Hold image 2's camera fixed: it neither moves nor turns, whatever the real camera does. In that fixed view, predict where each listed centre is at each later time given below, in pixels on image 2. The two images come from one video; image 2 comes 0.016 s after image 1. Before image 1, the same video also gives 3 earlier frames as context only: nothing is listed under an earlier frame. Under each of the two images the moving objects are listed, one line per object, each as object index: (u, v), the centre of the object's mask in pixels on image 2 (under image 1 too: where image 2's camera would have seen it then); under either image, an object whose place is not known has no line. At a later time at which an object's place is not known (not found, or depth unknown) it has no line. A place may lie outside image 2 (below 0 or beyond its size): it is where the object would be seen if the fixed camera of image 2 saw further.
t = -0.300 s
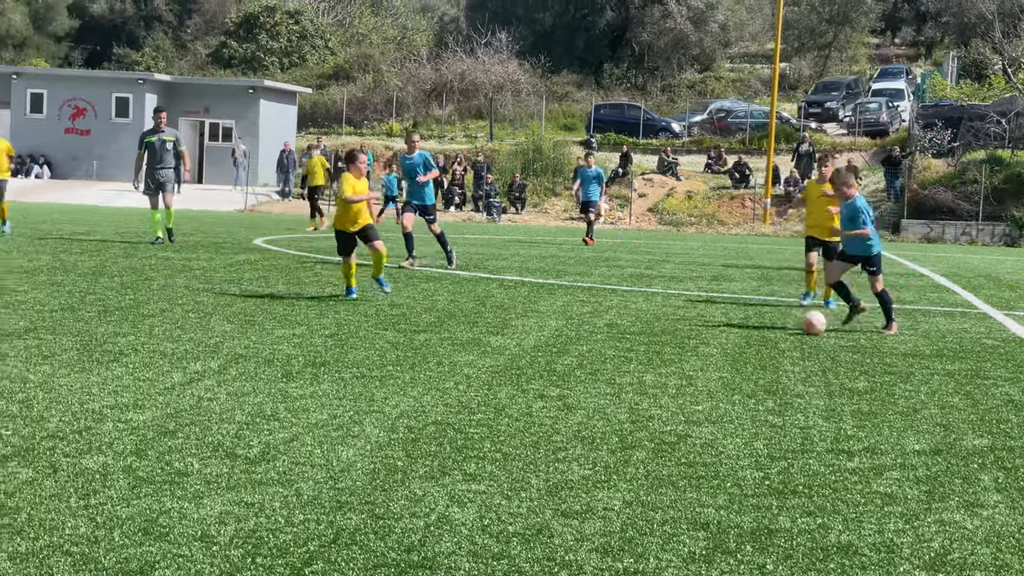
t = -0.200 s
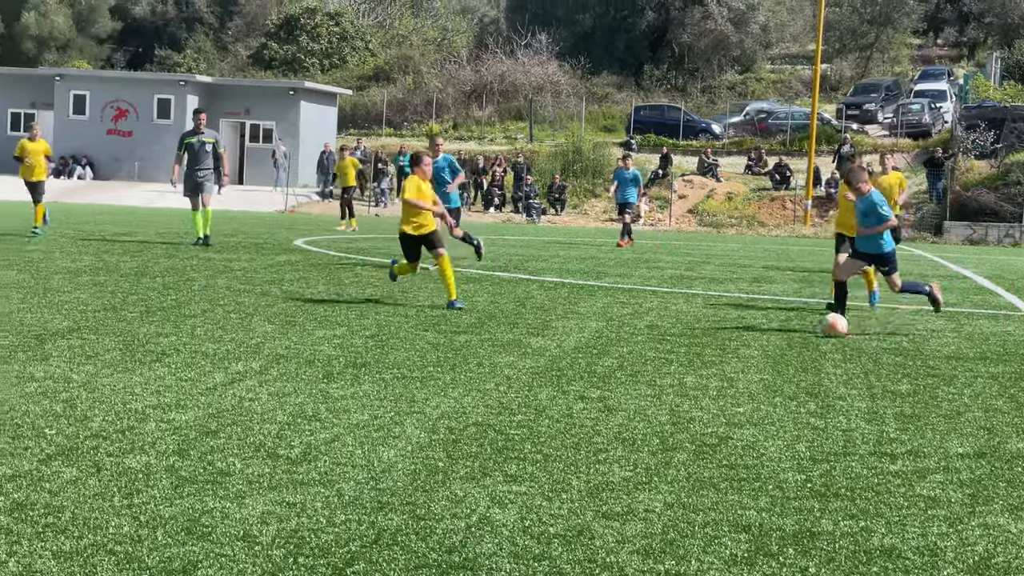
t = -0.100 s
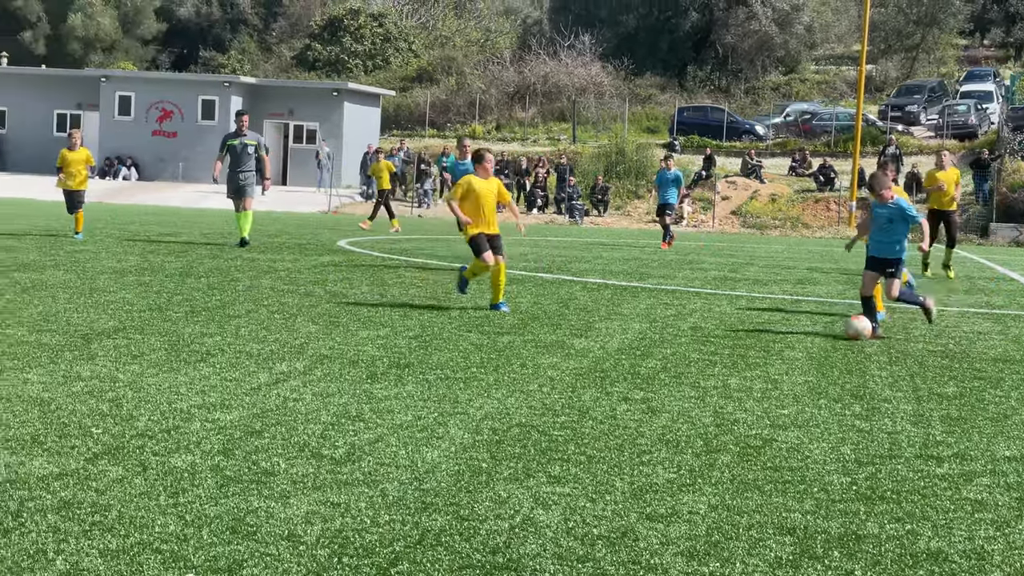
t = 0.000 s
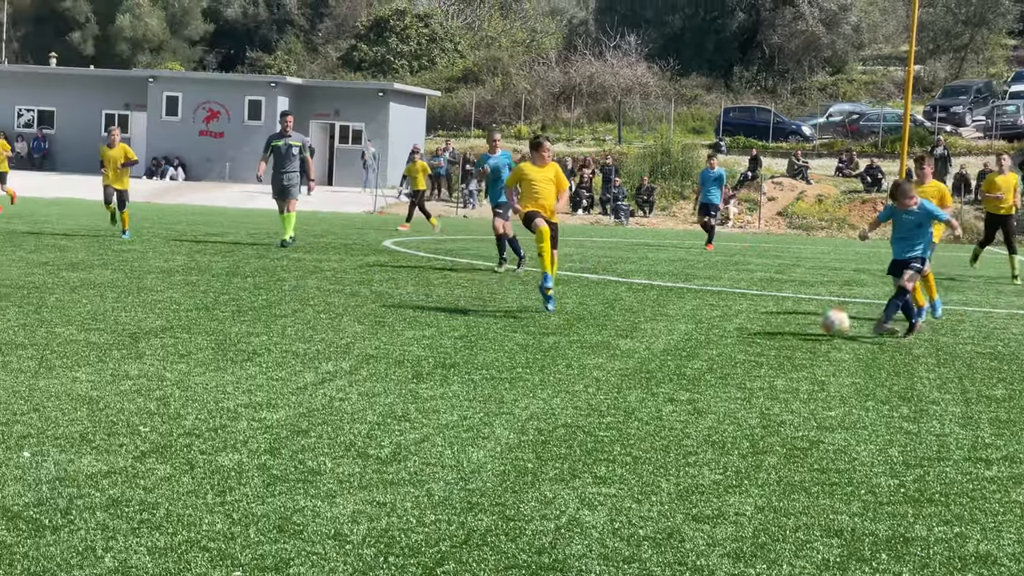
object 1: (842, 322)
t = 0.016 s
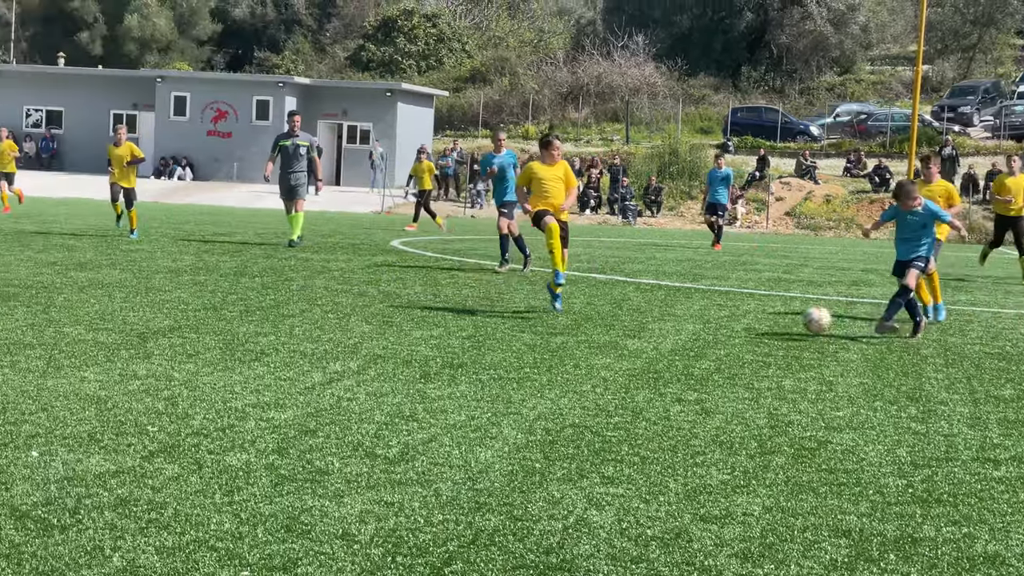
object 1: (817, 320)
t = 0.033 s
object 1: (792, 317)
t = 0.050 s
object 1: (766, 315)
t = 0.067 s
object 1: (741, 314)
